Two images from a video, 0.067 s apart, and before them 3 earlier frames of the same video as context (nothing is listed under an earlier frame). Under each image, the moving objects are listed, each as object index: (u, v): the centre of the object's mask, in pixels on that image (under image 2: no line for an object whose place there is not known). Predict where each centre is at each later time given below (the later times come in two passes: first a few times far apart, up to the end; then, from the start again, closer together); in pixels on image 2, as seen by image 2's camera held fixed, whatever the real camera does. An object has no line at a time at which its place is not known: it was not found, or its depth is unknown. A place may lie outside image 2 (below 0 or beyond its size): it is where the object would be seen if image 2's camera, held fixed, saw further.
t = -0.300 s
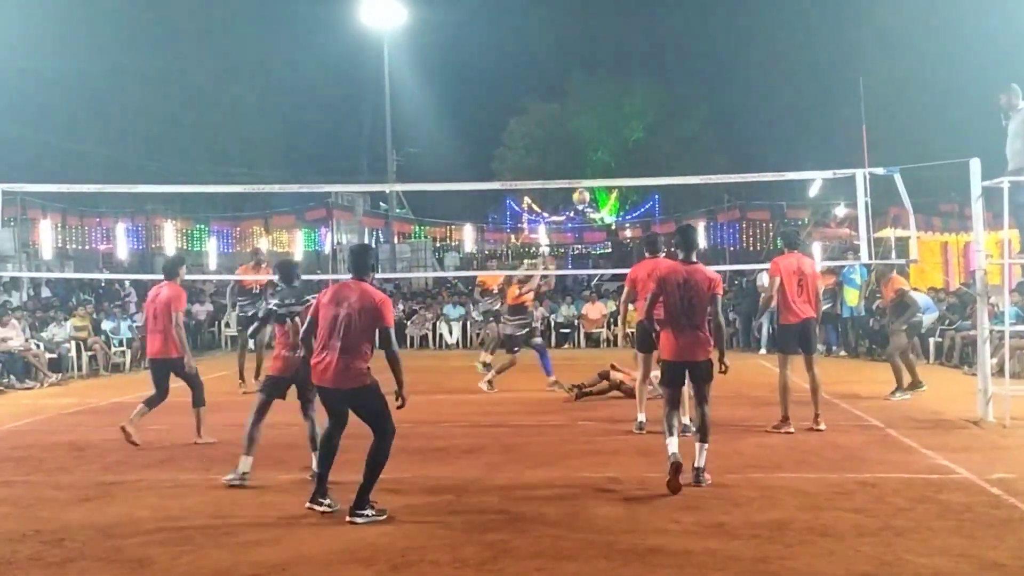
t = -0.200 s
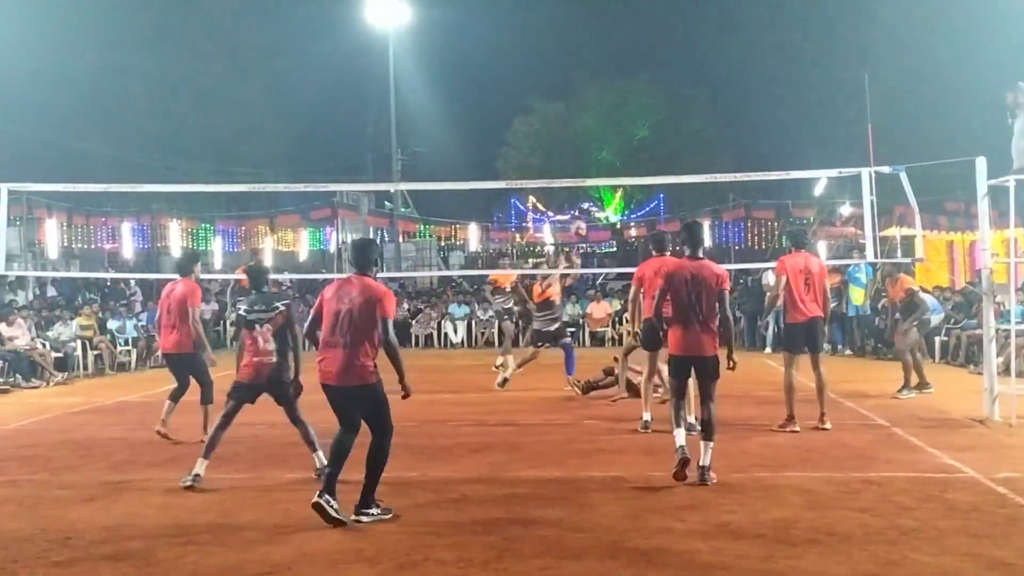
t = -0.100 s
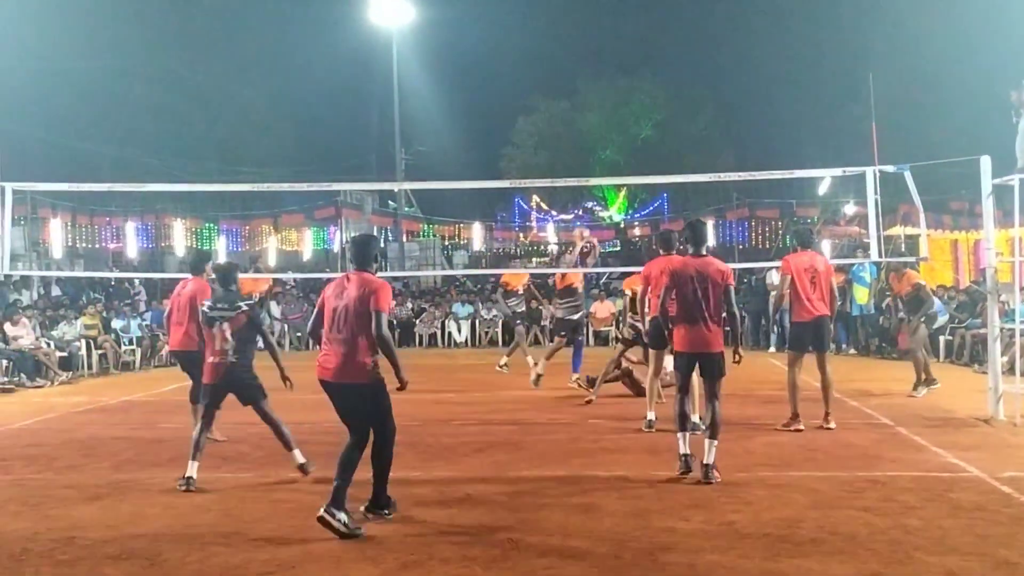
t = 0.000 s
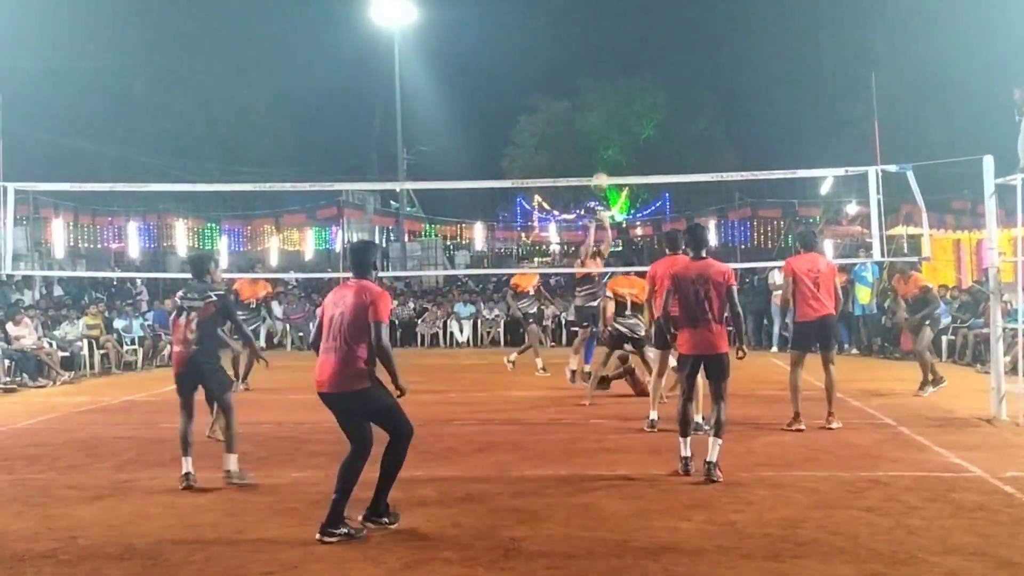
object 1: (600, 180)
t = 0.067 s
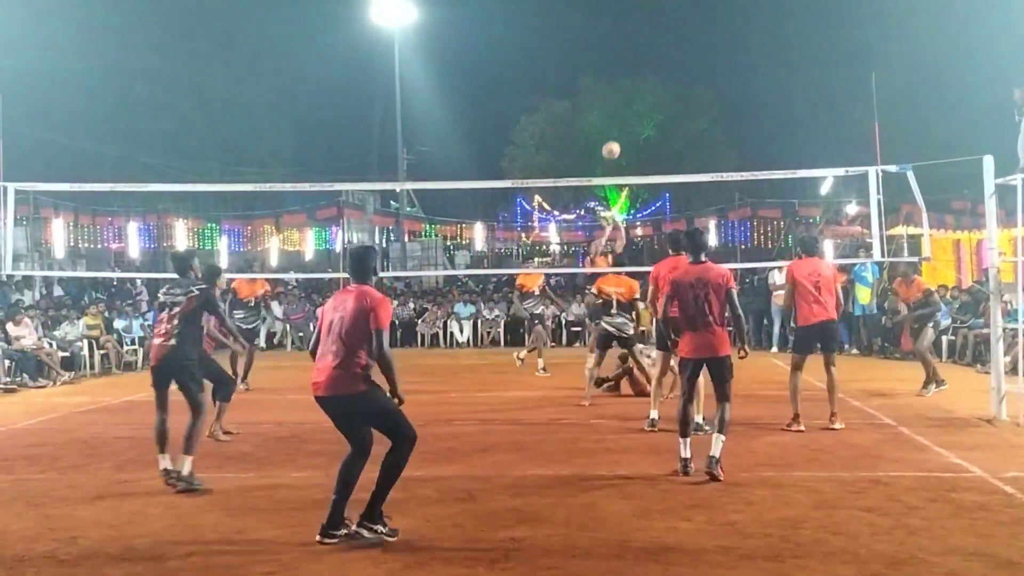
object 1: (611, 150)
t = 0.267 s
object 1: (647, 73)
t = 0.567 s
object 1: (705, 12)
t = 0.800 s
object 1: (753, 15)
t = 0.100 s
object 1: (617, 136)
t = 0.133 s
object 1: (623, 122)
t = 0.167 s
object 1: (629, 109)
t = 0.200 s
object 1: (634, 96)
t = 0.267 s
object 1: (647, 73)
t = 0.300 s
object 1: (653, 64)
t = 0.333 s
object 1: (659, 54)
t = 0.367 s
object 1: (665, 45)
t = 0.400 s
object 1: (672, 38)
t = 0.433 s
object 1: (678, 31)
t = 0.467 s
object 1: (685, 25)
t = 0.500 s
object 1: (692, 20)
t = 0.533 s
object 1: (698, 16)
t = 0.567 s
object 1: (705, 12)
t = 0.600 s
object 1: (712, 10)
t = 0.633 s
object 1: (719, 9)
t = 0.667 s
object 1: (726, 8)
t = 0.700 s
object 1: (732, 8)
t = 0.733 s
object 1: (740, 9)
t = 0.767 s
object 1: (747, 11)
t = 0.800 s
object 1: (753, 15)
